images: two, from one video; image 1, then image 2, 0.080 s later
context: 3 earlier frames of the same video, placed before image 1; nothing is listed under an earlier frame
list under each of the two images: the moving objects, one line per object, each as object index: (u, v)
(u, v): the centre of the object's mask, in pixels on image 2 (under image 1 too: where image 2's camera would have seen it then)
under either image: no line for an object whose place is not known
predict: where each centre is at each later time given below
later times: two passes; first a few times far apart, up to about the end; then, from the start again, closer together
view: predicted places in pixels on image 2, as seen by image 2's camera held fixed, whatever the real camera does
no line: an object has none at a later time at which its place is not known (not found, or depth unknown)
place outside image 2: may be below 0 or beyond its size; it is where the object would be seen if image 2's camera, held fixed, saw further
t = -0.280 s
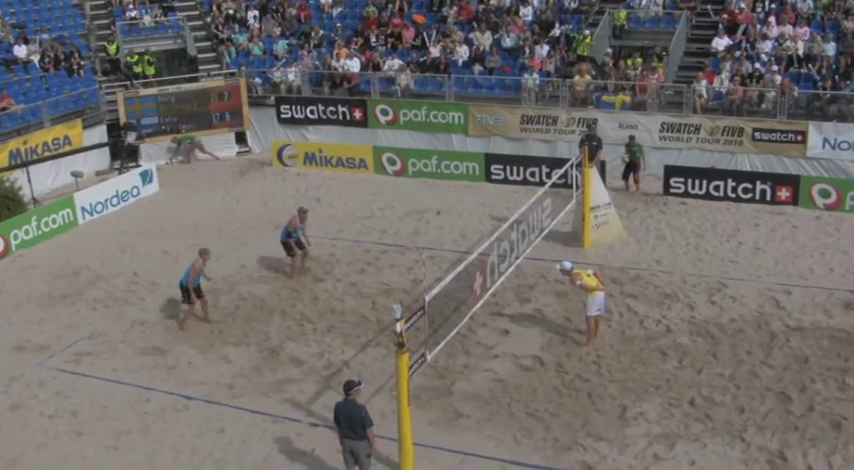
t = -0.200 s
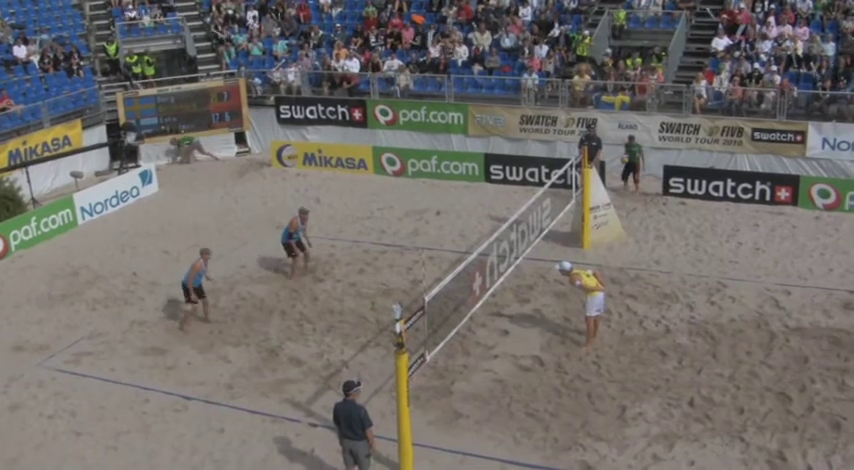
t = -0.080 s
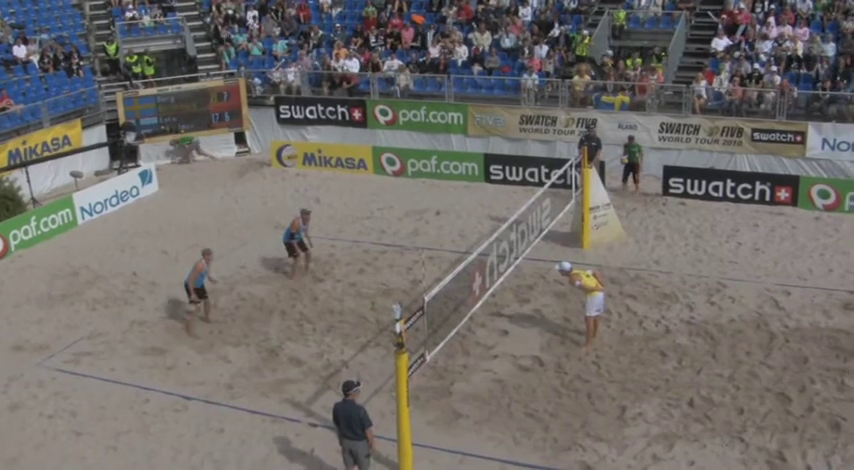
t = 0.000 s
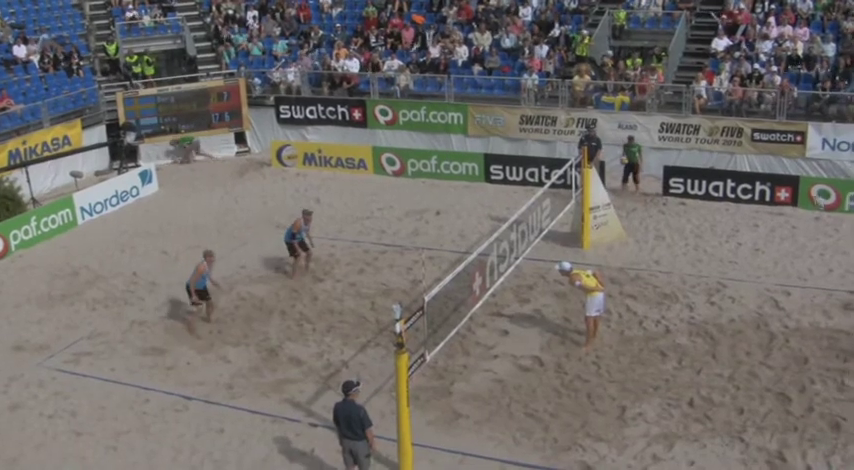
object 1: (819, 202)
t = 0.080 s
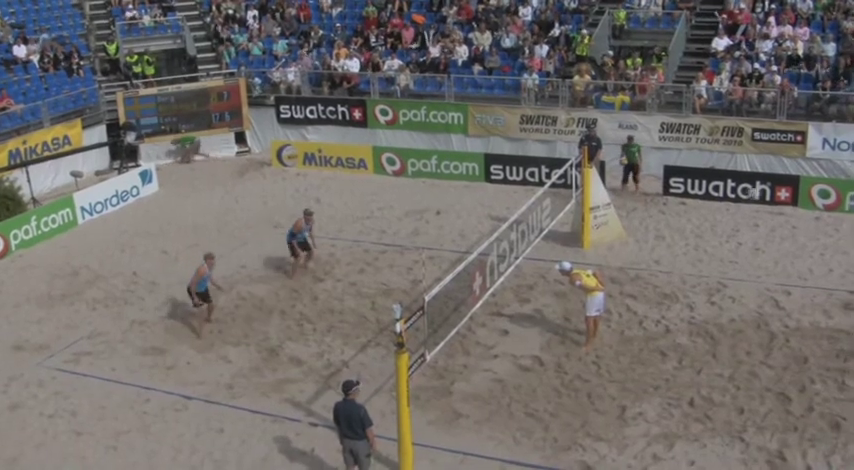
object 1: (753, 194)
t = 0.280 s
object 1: (594, 192)
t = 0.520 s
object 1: (424, 211)
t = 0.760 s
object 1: (278, 252)
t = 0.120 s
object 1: (719, 191)
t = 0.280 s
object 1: (594, 192)
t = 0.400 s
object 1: (506, 199)
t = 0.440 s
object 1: (478, 202)
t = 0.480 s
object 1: (450, 207)
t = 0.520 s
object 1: (424, 211)
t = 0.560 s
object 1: (397, 215)
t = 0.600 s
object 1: (371, 222)
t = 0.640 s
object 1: (347, 229)
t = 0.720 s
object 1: (300, 243)
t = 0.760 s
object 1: (278, 252)
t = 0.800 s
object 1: (257, 263)
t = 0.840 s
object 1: (235, 274)
